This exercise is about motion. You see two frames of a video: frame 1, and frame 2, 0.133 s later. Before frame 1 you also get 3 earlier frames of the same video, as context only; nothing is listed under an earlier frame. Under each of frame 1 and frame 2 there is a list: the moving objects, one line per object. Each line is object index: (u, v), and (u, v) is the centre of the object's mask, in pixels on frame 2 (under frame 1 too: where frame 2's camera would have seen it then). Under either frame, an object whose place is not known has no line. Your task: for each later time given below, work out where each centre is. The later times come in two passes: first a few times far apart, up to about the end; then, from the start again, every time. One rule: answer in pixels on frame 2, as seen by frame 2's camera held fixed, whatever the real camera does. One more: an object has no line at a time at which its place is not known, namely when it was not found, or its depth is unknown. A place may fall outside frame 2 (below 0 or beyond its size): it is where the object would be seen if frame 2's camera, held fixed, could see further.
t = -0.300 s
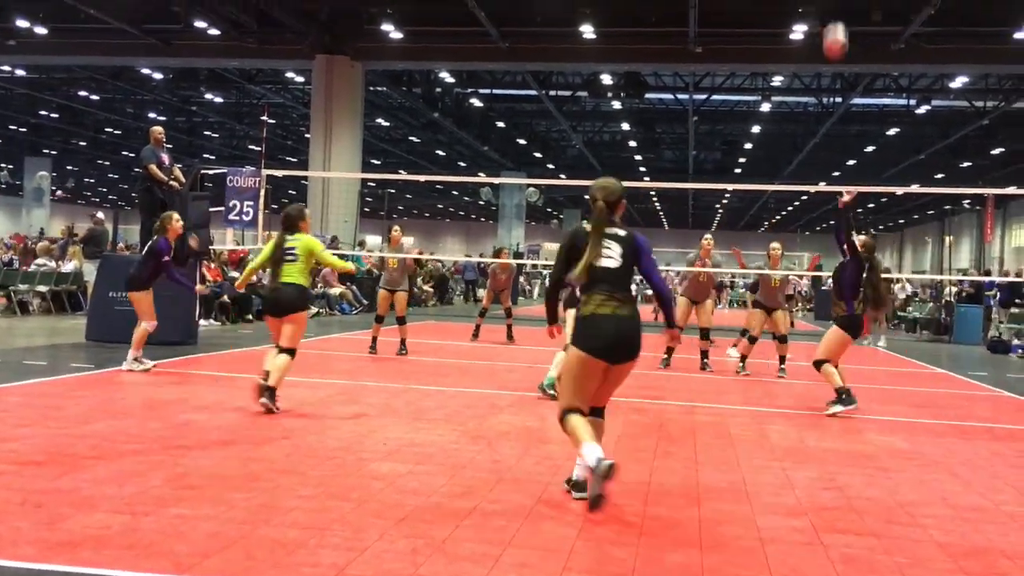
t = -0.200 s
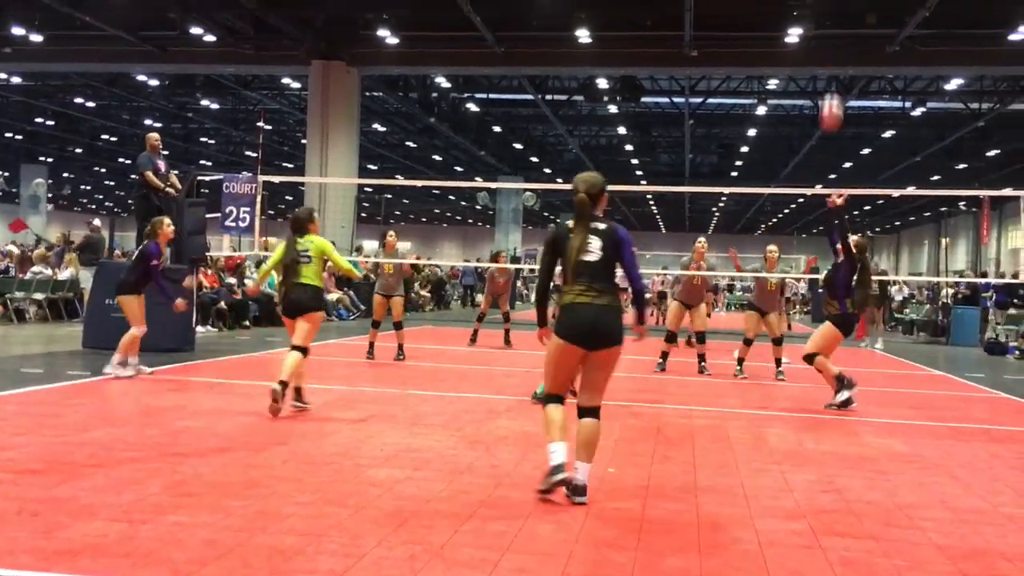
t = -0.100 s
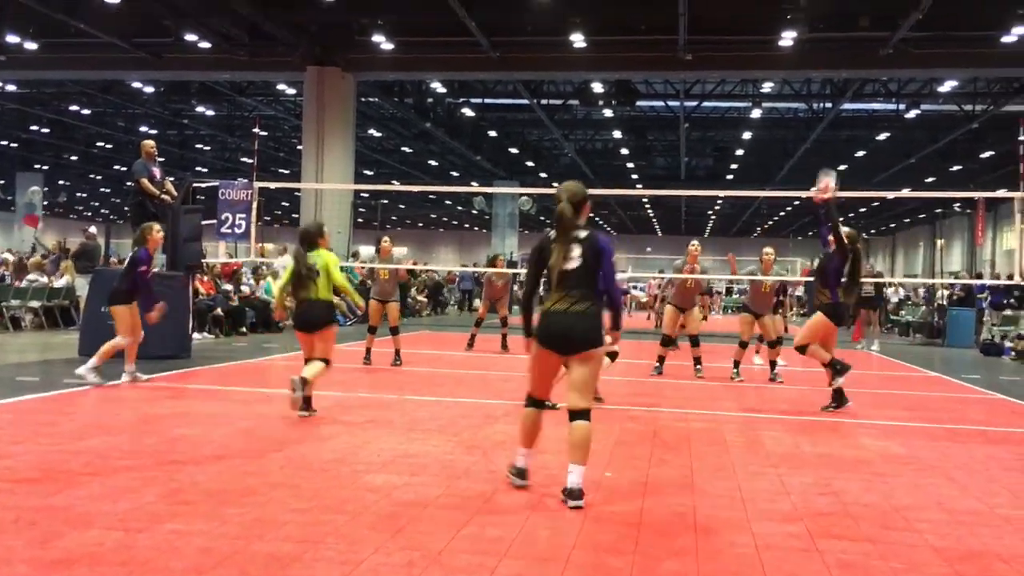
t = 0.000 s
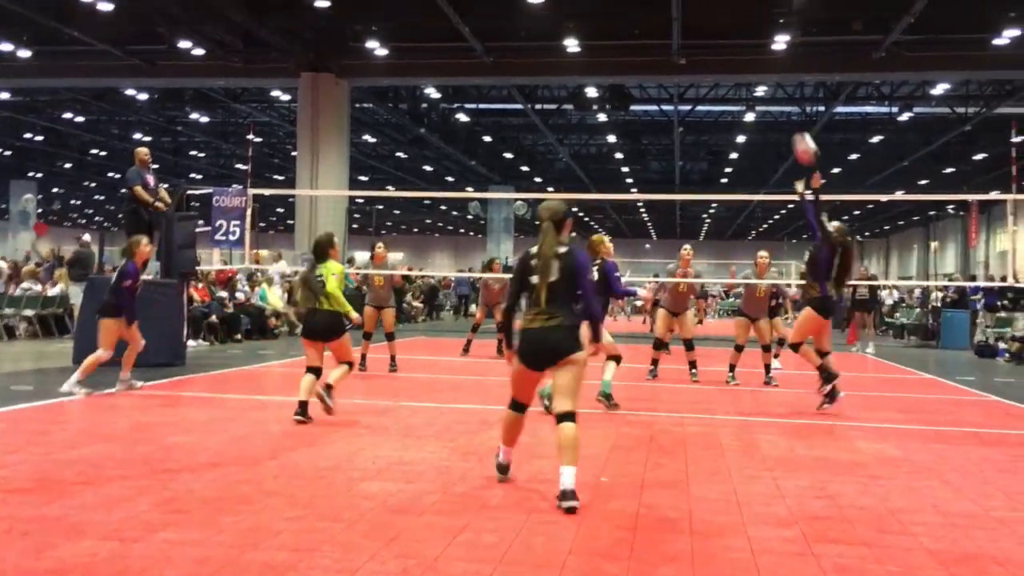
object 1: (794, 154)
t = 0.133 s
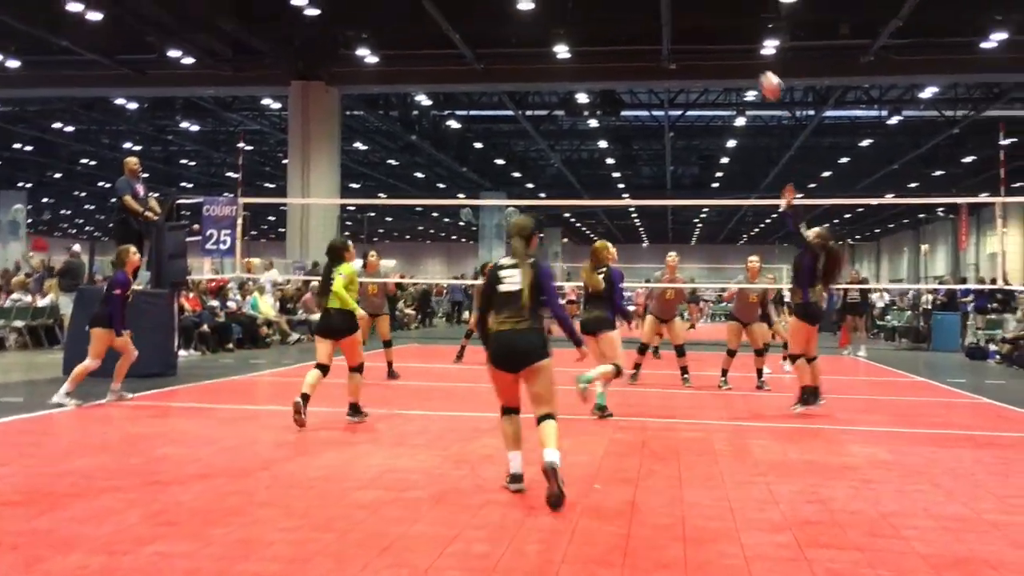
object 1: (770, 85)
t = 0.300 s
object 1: (741, 32)
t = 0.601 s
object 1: (691, 12)
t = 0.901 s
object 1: (647, 73)
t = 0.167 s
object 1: (765, 72)
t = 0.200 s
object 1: (759, 60)
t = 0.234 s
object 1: (752, 49)
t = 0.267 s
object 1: (747, 40)
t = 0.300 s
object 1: (741, 32)
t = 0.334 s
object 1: (735, 25)
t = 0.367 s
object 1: (729, 20)
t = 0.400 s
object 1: (723, 15)
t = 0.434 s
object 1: (717, 12)
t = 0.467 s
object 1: (712, 10)
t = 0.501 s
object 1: (707, 9)
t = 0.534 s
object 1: (701, 9)
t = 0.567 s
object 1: (696, 10)
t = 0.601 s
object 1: (691, 12)
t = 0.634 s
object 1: (686, 15)
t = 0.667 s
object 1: (681, 19)
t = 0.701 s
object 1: (676, 23)
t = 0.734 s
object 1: (671, 30)
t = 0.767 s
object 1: (666, 37)
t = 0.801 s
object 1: (661, 45)
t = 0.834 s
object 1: (656, 53)
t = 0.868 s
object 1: (652, 63)
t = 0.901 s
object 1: (647, 73)
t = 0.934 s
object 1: (642, 84)
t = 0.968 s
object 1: (637, 96)
